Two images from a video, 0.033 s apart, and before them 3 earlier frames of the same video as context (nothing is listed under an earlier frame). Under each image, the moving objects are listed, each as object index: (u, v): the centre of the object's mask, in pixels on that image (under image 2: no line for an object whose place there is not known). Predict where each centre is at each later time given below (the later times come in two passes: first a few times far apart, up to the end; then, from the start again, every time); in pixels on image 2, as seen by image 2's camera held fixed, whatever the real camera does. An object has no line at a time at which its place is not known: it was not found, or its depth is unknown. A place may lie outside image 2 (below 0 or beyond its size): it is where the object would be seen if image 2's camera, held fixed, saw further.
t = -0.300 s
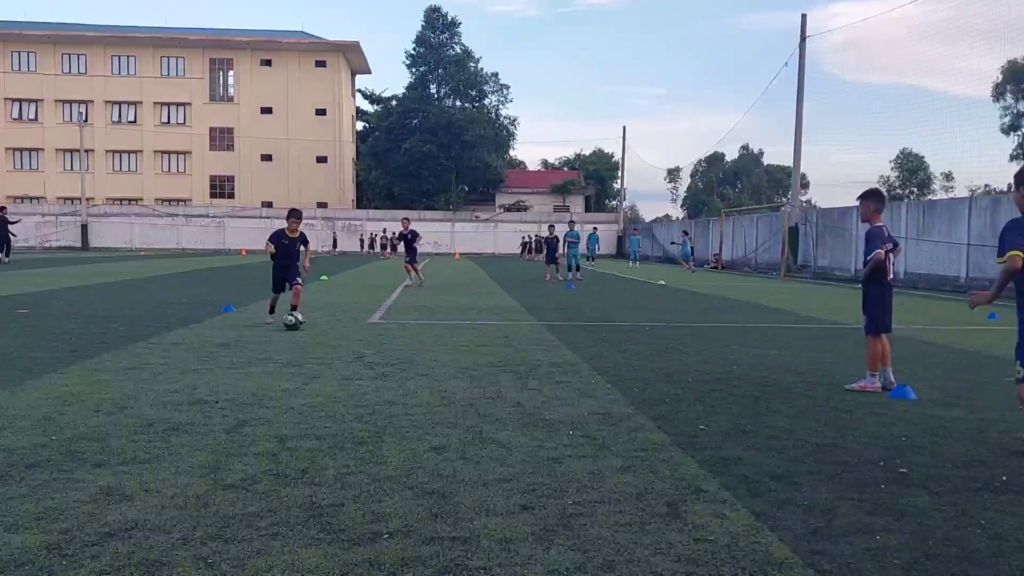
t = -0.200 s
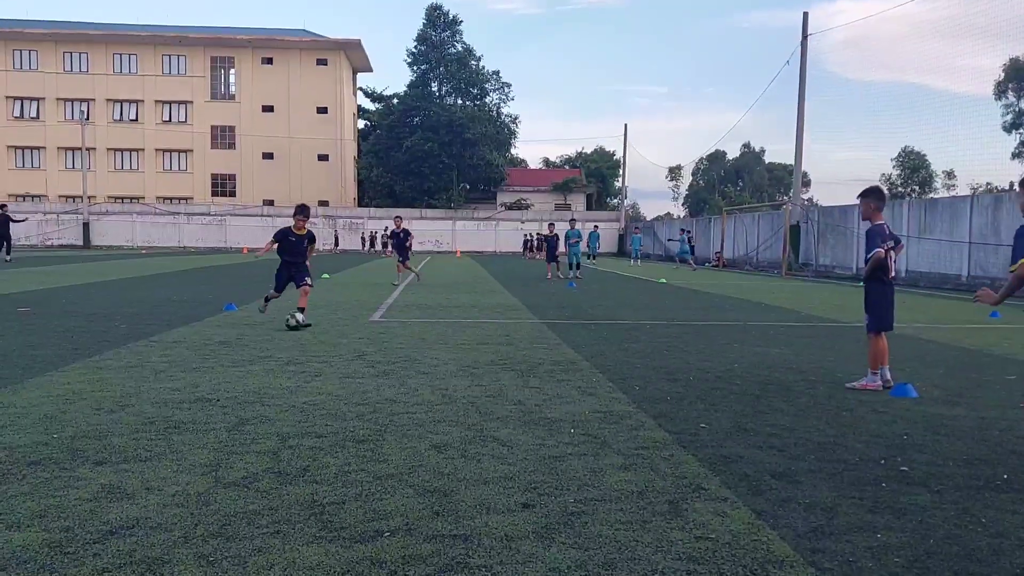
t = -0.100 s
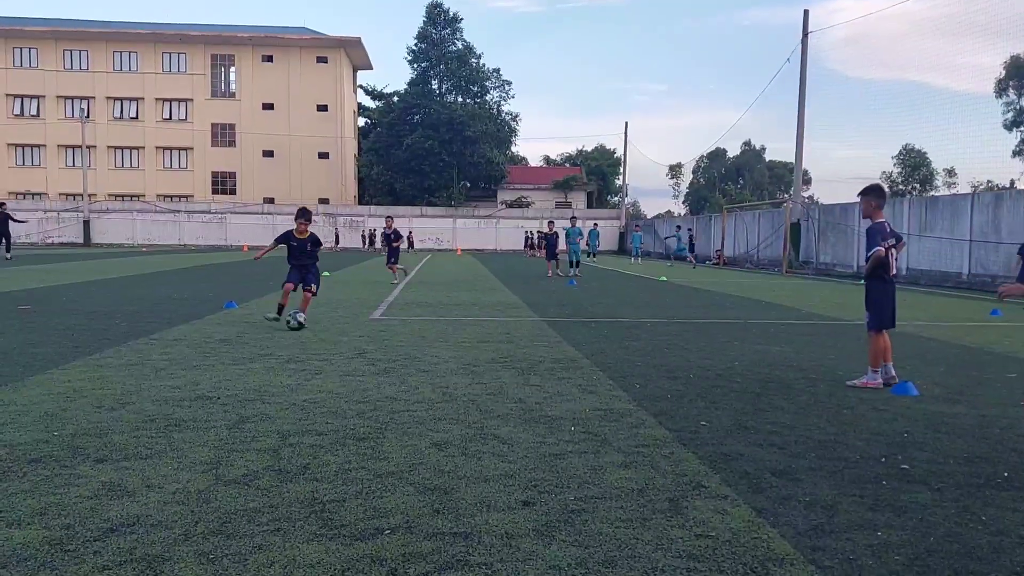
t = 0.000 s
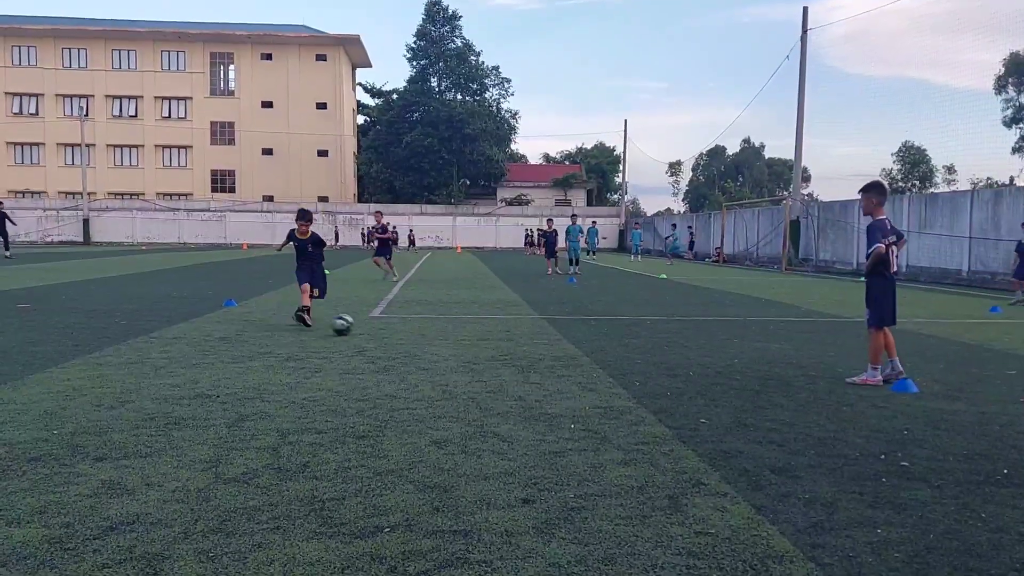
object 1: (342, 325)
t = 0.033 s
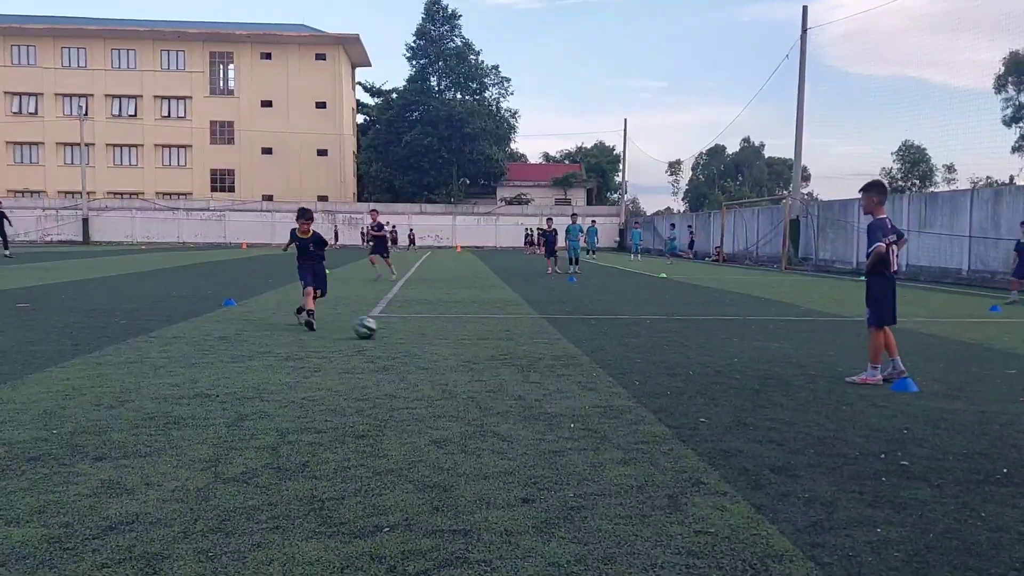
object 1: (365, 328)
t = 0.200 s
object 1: (495, 345)
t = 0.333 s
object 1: (619, 362)
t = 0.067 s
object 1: (389, 331)
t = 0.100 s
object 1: (414, 334)
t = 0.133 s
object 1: (441, 338)
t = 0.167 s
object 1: (467, 340)
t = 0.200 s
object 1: (495, 345)
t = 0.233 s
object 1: (525, 350)
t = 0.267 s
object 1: (554, 354)
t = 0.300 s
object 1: (586, 358)
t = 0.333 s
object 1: (619, 362)
